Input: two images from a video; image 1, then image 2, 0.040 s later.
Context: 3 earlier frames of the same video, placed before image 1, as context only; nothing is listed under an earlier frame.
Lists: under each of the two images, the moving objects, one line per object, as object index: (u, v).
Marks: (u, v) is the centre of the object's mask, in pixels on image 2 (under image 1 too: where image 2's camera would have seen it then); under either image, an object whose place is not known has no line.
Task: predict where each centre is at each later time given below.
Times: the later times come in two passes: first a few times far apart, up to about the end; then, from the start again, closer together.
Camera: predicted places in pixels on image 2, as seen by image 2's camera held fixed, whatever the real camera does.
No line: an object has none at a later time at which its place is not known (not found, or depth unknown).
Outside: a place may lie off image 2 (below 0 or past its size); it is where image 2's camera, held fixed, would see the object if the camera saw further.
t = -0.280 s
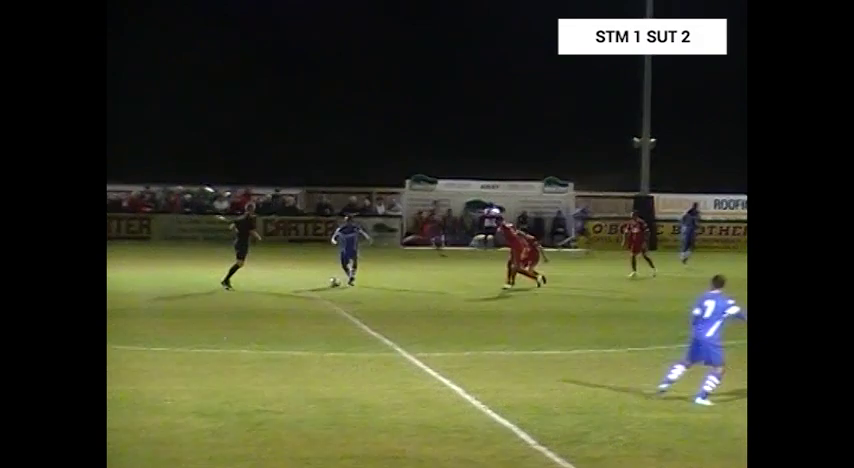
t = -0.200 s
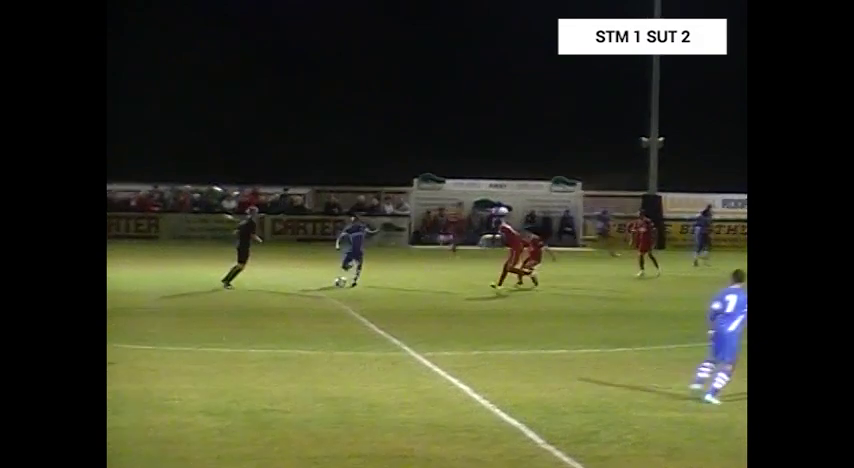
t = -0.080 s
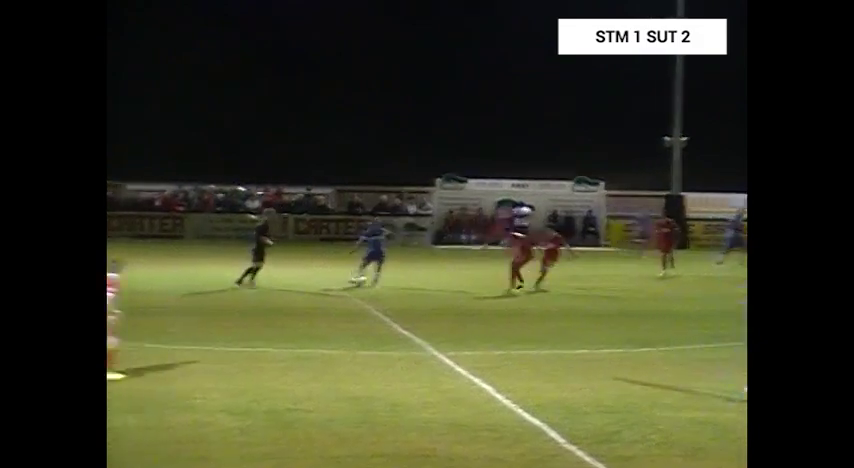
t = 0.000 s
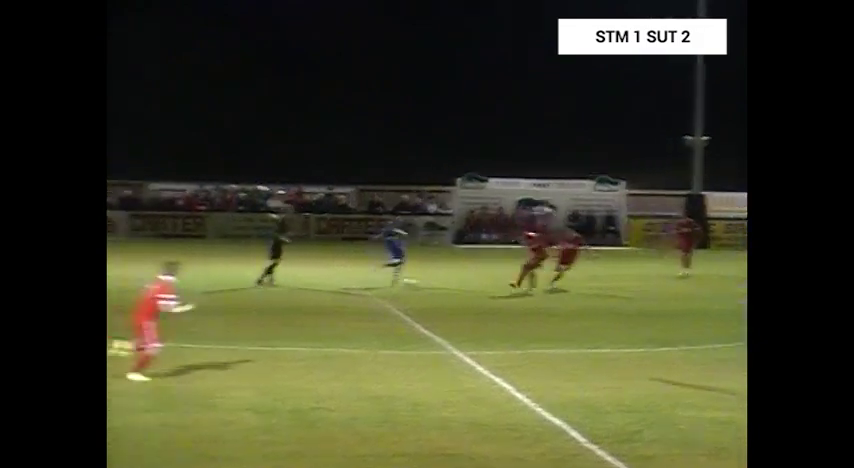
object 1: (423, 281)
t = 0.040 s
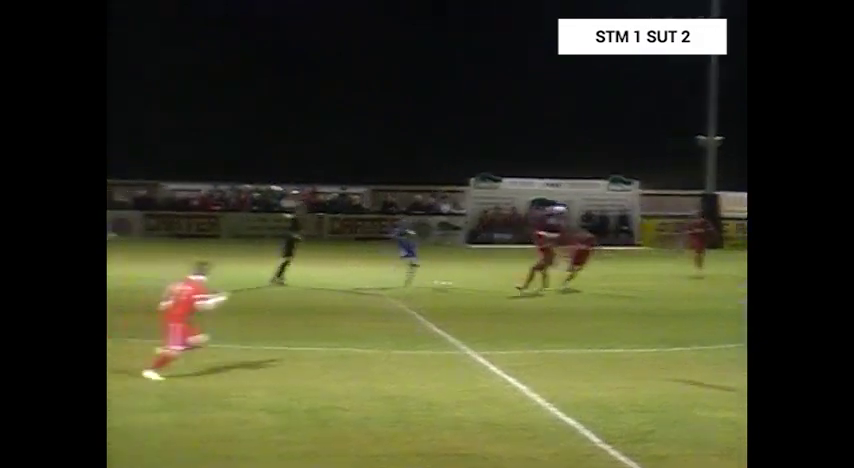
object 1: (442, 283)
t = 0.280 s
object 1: (547, 300)
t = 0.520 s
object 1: (660, 316)
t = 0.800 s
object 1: (806, 337)
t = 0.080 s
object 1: (458, 287)
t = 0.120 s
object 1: (476, 290)
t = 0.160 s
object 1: (493, 292)
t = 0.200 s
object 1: (510, 295)
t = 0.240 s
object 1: (530, 298)
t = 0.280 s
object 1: (547, 300)
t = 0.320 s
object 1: (566, 303)
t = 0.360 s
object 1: (585, 305)
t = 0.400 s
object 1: (605, 309)
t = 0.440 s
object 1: (623, 312)
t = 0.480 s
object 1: (642, 314)
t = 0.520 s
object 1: (660, 316)
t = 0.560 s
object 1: (679, 320)
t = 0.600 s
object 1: (699, 323)
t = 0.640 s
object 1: (718, 325)
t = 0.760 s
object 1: (782, 335)
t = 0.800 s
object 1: (806, 337)
